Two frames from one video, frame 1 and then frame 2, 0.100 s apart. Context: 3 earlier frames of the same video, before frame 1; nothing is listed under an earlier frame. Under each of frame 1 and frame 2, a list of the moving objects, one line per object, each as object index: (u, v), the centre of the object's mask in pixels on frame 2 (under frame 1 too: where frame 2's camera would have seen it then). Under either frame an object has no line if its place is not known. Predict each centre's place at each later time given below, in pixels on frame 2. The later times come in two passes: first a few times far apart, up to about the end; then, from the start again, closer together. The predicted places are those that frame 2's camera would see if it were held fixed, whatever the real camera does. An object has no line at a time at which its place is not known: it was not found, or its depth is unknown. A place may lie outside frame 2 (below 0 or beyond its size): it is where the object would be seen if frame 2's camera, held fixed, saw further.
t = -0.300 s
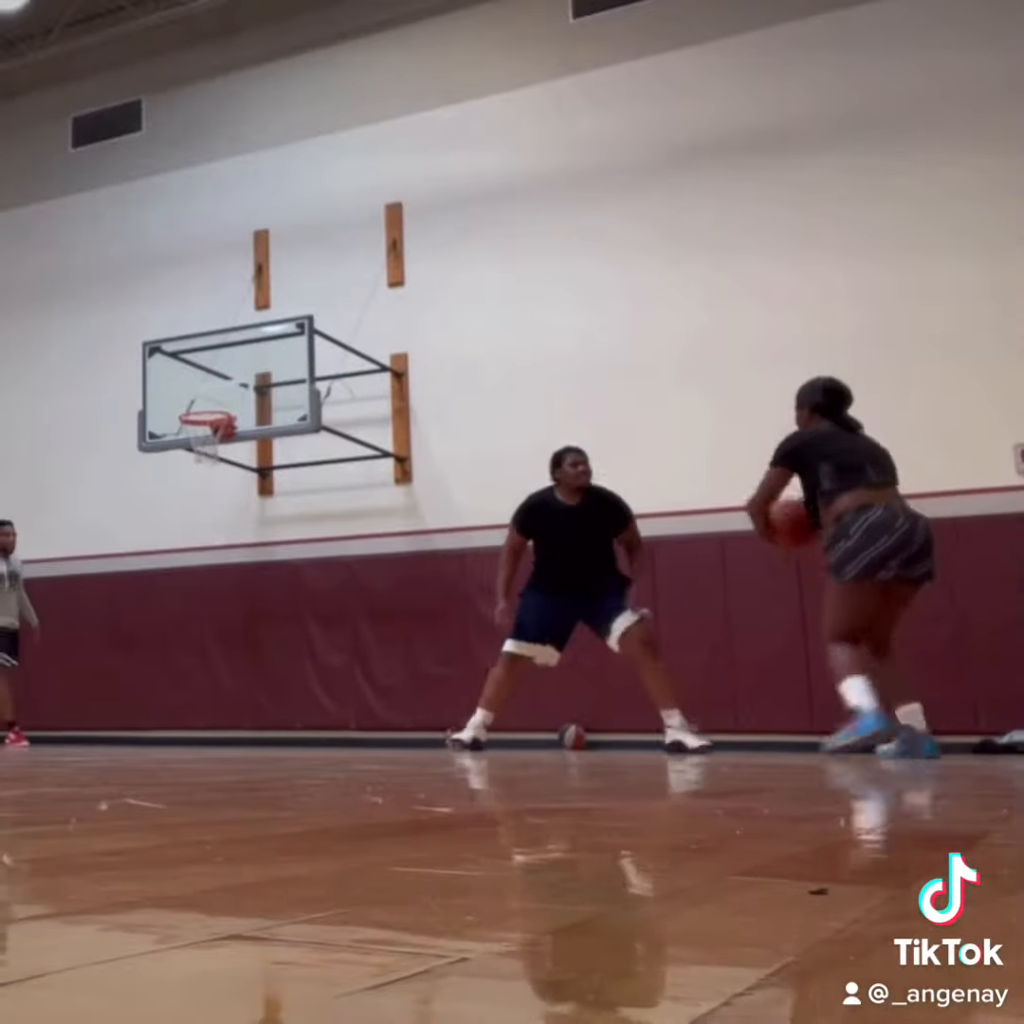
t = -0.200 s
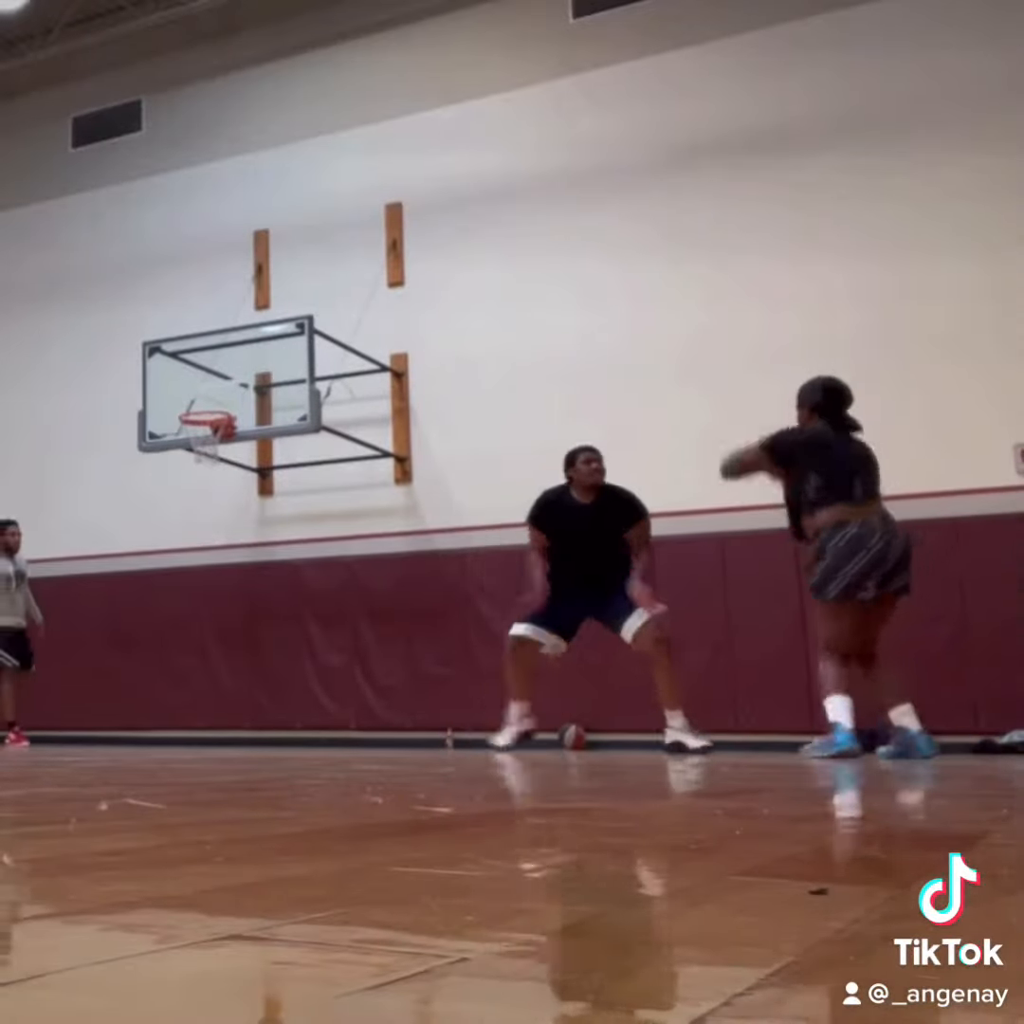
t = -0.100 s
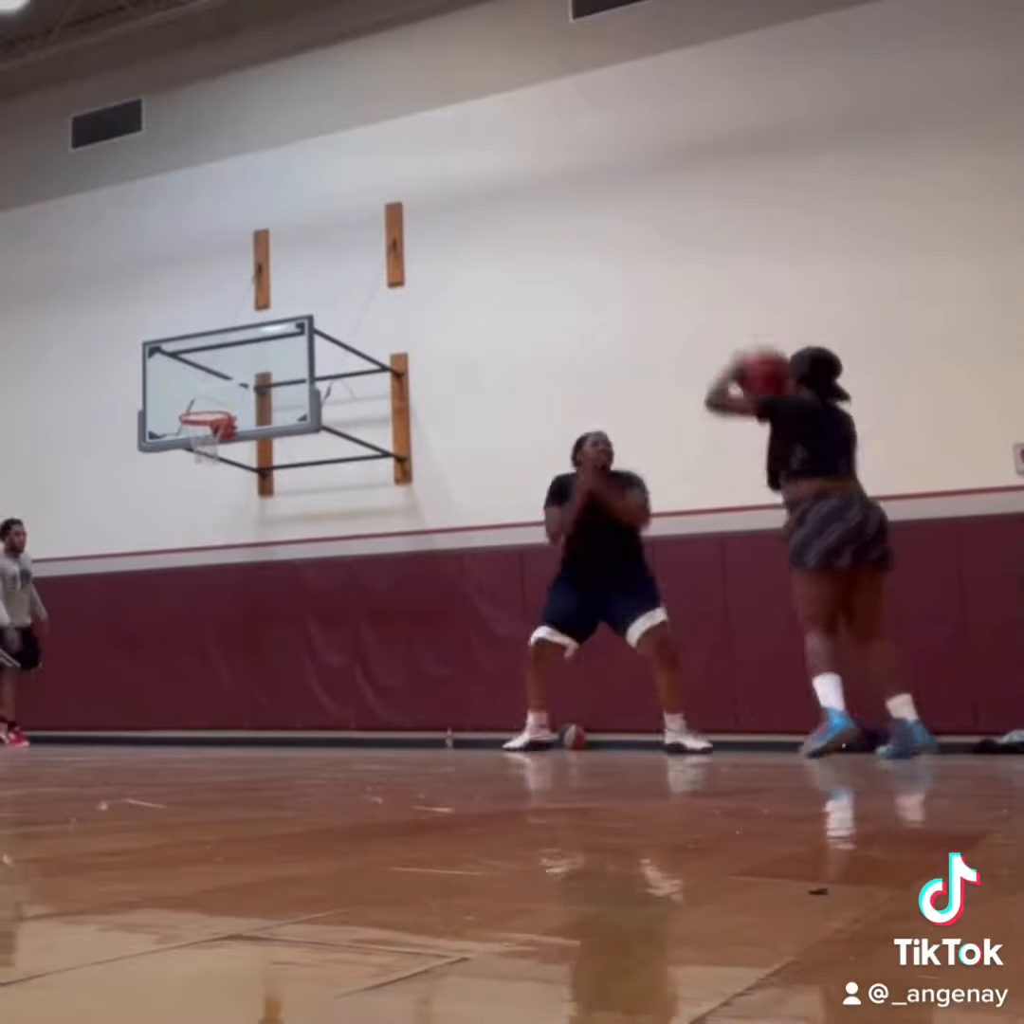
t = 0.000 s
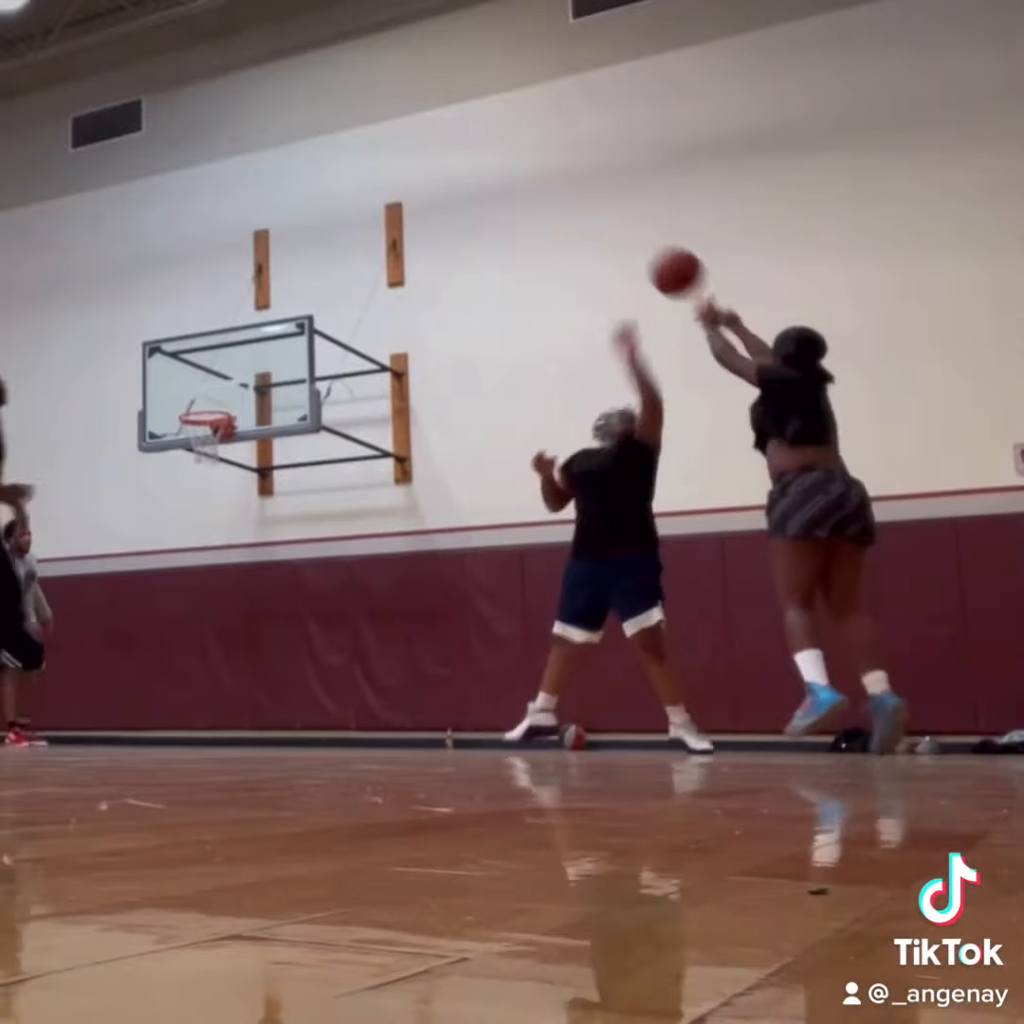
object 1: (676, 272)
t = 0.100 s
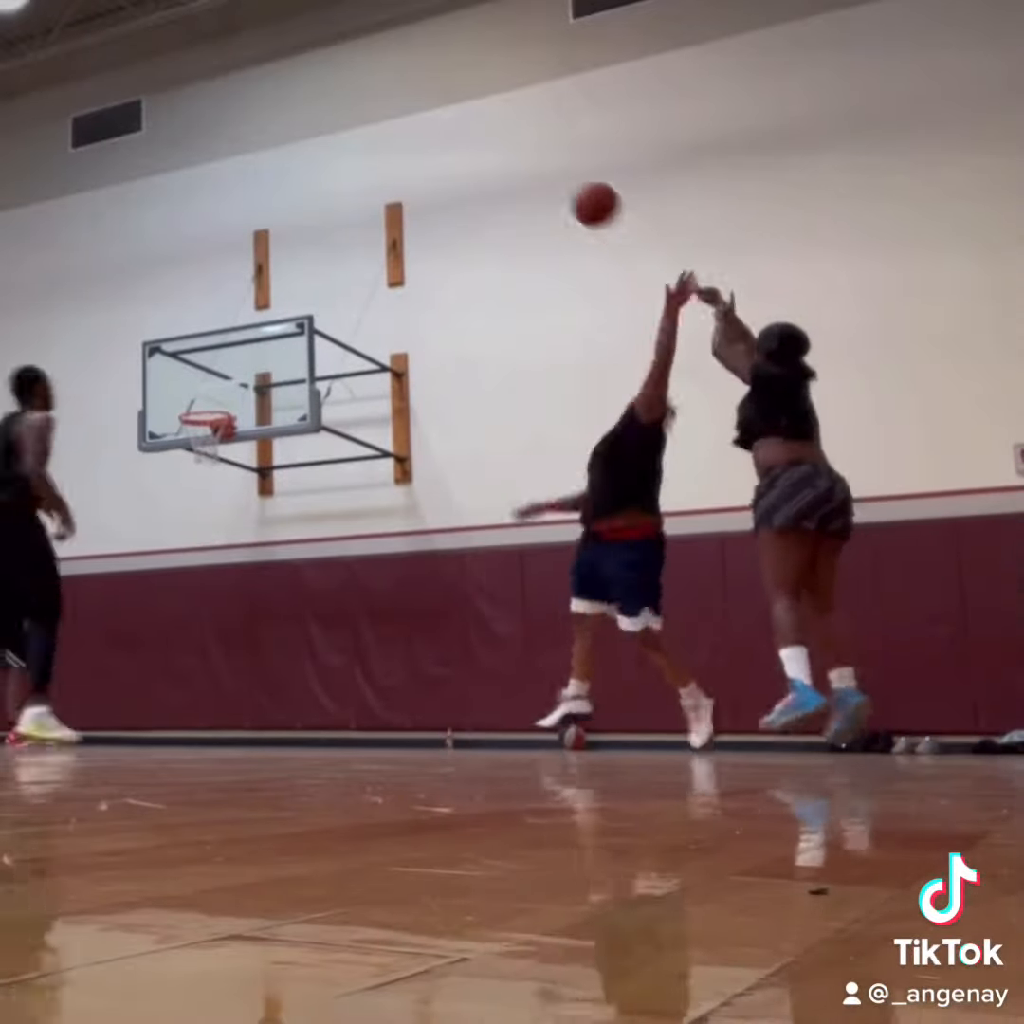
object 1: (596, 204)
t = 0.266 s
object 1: (489, 148)
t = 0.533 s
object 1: (366, 155)
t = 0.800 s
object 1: (277, 237)
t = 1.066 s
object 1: (209, 372)
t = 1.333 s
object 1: (240, 473)
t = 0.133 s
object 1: (571, 188)
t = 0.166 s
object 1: (549, 175)
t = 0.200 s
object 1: (528, 164)
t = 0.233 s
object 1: (508, 155)
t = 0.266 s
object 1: (489, 148)
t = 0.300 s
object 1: (471, 143)
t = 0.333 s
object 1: (454, 140)
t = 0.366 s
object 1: (438, 139)
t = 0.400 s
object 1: (422, 140)
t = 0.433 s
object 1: (407, 141)
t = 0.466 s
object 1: (392, 145)
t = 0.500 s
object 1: (379, 149)
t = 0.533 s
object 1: (366, 155)
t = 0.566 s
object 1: (353, 162)
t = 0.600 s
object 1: (341, 170)
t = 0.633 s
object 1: (329, 179)
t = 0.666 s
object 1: (318, 188)
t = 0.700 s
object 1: (307, 200)
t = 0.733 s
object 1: (296, 211)
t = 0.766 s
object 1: (286, 224)
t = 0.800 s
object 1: (277, 237)
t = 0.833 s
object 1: (268, 253)
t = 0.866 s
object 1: (257, 268)
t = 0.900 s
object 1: (248, 283)
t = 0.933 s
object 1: (240, 299)
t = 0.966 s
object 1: (232, 315)
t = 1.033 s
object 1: (216, 352)
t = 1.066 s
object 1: (209, 372)
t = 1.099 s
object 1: (201, 391)
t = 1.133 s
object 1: (194, 413)
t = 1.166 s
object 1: (194, 427)
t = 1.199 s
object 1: (205, 440)
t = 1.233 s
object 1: (214, 449)
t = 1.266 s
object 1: (223, 456)
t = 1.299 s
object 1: (231, 464)
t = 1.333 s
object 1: (240, 473)
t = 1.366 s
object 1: (248, 483)
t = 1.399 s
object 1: (256, 496)
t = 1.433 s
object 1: (265, 509)
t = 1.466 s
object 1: (274, 520)
